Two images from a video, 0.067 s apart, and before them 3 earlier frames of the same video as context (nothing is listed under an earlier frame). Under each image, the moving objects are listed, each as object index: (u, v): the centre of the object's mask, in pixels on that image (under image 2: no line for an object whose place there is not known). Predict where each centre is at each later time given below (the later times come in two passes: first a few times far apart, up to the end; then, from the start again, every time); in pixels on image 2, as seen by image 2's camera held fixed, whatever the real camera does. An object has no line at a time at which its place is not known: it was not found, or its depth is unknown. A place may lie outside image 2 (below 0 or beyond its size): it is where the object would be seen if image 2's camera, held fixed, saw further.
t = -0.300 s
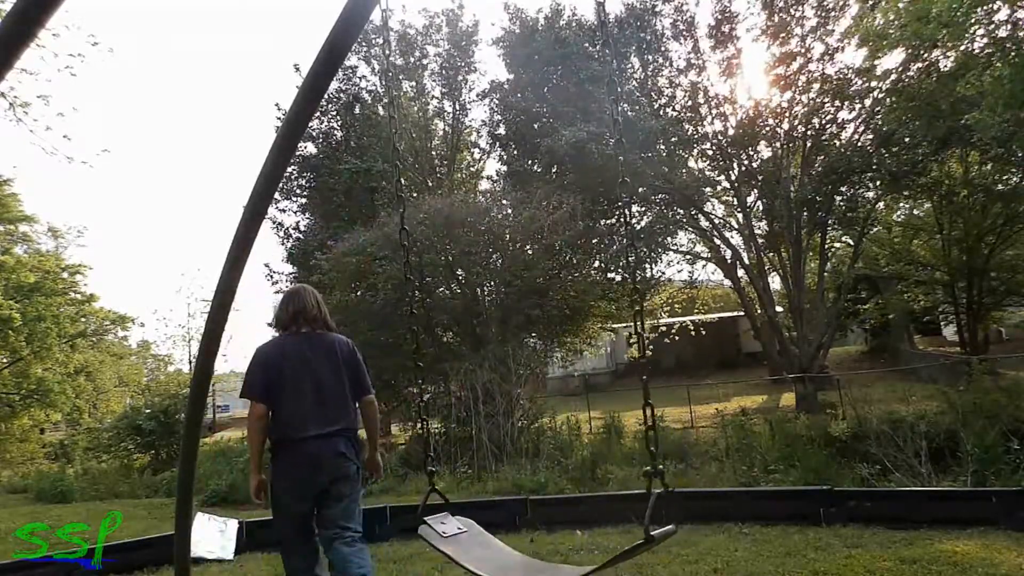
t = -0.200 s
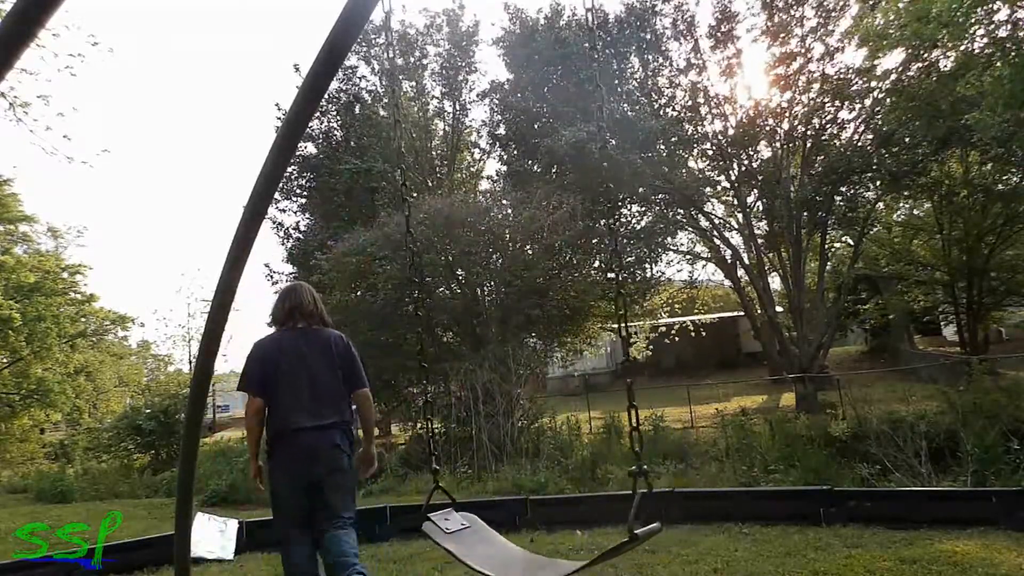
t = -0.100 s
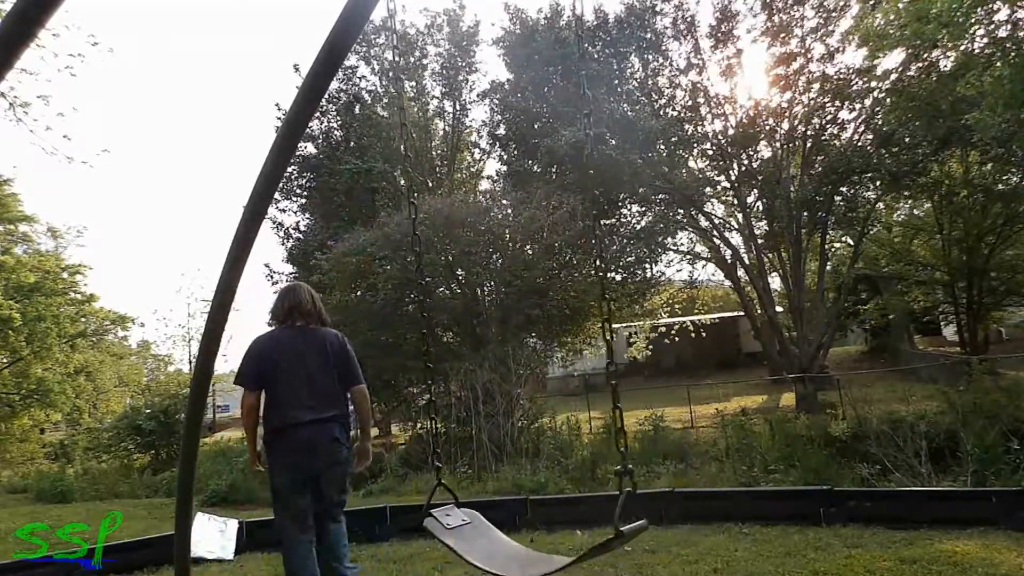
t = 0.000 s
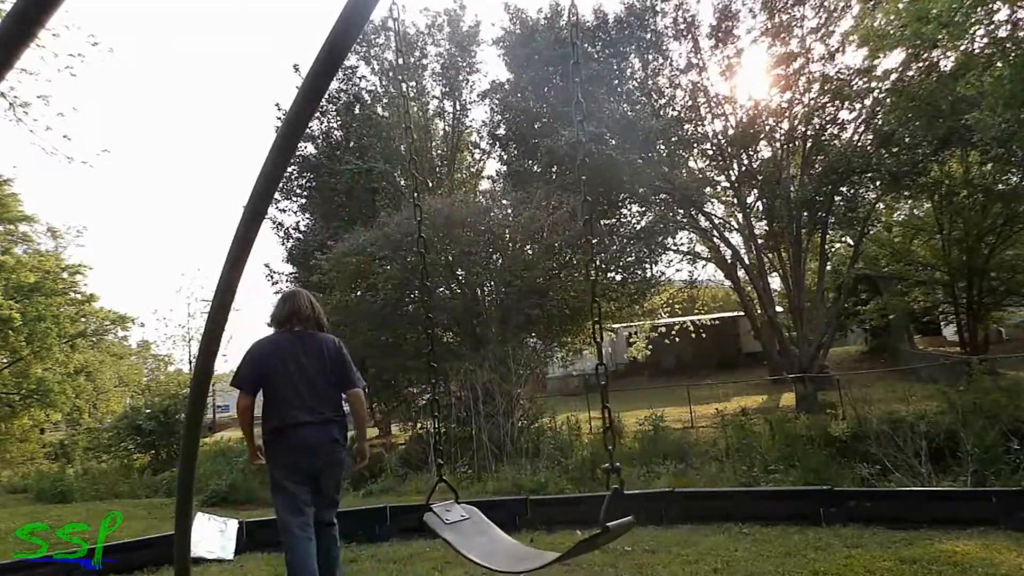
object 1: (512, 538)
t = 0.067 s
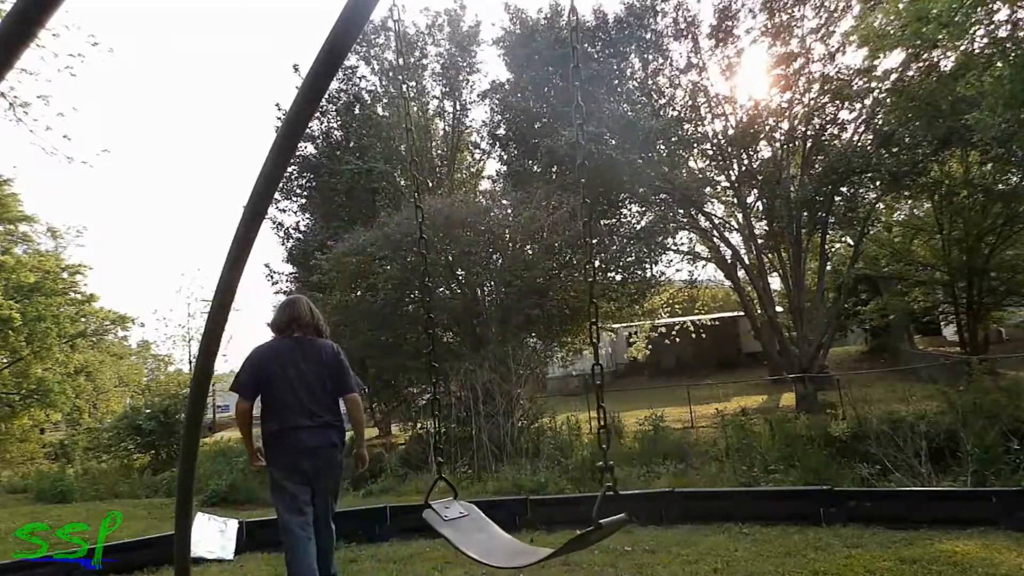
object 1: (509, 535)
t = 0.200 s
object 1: (501, 528)
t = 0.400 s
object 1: (494, 521)
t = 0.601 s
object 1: (493, 523)
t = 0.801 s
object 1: (489, 533)
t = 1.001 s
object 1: (500, 542)
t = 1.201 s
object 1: (510, 552)
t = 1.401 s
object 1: (520, 558)
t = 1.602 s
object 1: (531, 565)
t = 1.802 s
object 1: (528, 561)
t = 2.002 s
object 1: (521, 556)
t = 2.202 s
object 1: (506, 550)
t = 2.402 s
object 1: (493, 542)
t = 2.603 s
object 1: (496, 532)
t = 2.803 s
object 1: (501, 525)
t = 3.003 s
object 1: (503, 526)
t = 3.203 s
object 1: (506, 530)
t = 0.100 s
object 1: (508, 533)
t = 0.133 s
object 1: (507, 531)
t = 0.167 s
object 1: (504, 530)
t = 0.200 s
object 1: (501, 528)
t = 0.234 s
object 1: (501, 527)
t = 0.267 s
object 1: (499, 525)
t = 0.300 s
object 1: (497, 523)
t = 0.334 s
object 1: (495, 522)
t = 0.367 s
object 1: (495, 521)
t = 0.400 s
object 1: (494, 521)
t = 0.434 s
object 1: (489, 522)
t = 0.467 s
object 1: (492, 521)
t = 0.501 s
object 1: (489, 522)
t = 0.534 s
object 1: (489, 523)
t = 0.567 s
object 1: (491, 523)
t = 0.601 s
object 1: (493, 523)
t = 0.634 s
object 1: (489, 526)
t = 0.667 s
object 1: (493, 525)
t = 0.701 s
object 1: (488, 528)
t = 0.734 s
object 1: (488, 530)
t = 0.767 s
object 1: (493, 530)
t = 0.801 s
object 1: (489, 533)
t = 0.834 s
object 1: (489, 535)
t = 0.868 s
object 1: (493, 535)
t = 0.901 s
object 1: (484, 539)
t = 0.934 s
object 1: (496, 539)
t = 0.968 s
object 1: (500, 541)
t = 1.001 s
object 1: (500, 542)
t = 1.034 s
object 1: (504, 545)
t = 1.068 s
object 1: (506, 547)
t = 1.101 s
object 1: (508, 548)
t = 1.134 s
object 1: (510, 550)
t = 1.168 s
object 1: (509, 550)
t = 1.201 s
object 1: (510, 552)
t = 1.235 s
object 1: (511, 553)
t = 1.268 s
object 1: (511, 553)
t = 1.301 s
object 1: (513, 554)
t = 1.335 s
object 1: (516, 556)
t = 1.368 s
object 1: (515, 556)
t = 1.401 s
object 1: (520, 558)
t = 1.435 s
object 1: (522, 559)
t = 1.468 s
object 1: (522, 560)
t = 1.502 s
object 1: (523, 561)
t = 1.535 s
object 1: (528, 563)
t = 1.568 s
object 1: (527, 564)
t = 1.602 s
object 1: (531, 565)
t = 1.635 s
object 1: (529, 564)
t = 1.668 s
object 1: (529, 564)
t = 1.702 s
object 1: (530, 564)
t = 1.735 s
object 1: (532, 564)
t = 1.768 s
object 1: (529, 563)
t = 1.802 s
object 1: (528, 561)
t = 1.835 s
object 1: (524, 559)
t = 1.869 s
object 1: (525, 558)
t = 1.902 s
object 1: (526, 559)
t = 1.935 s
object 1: (522, 556)
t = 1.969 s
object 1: (521, 556)
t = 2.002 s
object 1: (521, 556)
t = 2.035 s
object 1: (517, 554)
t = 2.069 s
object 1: (516, 554)
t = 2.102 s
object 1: (514, 552)
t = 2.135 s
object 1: (512, 552)
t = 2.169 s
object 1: (509, 550)
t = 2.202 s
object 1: (506, 550)
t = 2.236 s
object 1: (505, 549)
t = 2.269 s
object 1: (503, 548)
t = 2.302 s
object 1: (502, 547)
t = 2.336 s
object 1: (498, 545)
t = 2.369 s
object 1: (498, 544)
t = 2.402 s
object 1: (493, 542)
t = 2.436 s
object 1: (495, 540)
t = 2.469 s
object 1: (493, 538)
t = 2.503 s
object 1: (493, 536)
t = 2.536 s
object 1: (494, 534)
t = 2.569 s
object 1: (493, 532)
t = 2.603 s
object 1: (496, 532)
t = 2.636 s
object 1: (493, 530)
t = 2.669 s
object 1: (499, 529)
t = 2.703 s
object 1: (499, 528)
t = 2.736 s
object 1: (499, 527)
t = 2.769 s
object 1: (499, 526)
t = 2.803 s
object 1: (501, 525)
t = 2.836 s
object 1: (500, 525)
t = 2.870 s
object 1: (499, 524)
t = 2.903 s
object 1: (500, 525)
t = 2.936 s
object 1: (501, 525)
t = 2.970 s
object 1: (503, 525)
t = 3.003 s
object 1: (503, 526)
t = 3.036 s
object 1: (503, 526)
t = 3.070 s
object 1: (502, 527)
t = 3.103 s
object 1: (505, 528)
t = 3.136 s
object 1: (507, 529)
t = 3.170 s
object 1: (510, 530)
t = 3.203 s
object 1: (506, 530)
